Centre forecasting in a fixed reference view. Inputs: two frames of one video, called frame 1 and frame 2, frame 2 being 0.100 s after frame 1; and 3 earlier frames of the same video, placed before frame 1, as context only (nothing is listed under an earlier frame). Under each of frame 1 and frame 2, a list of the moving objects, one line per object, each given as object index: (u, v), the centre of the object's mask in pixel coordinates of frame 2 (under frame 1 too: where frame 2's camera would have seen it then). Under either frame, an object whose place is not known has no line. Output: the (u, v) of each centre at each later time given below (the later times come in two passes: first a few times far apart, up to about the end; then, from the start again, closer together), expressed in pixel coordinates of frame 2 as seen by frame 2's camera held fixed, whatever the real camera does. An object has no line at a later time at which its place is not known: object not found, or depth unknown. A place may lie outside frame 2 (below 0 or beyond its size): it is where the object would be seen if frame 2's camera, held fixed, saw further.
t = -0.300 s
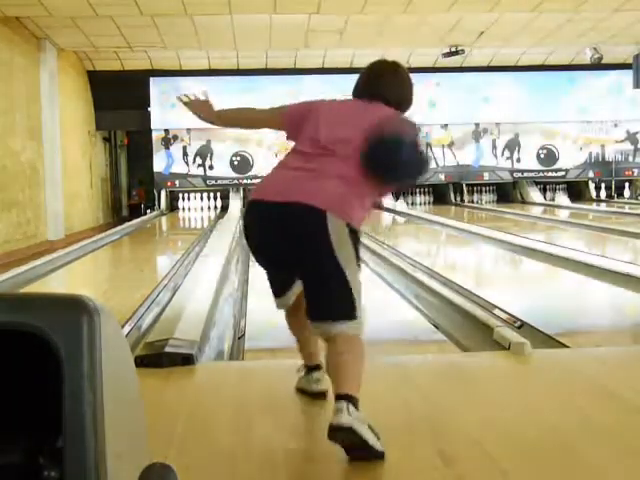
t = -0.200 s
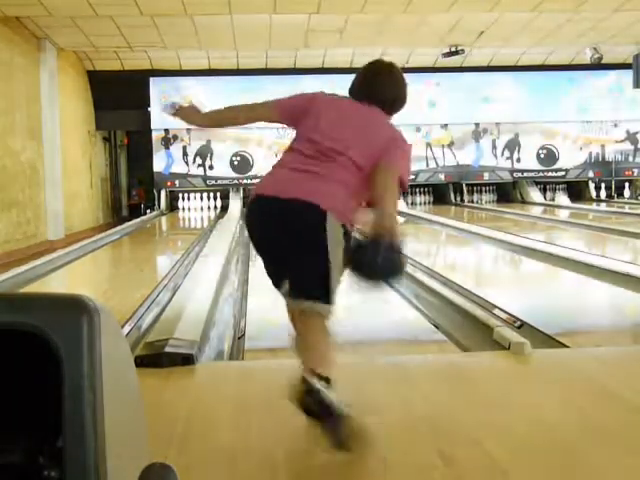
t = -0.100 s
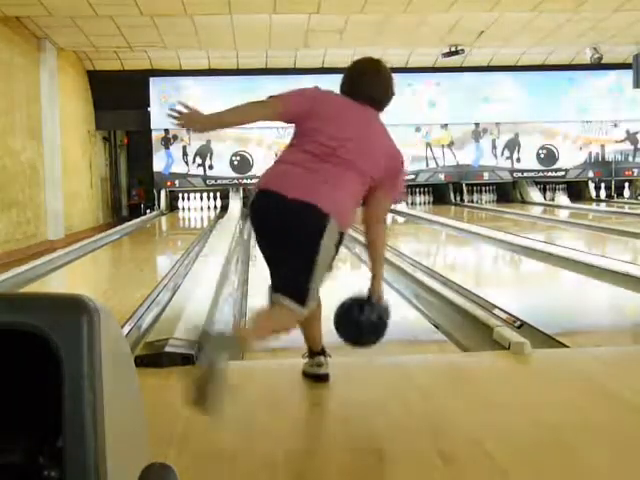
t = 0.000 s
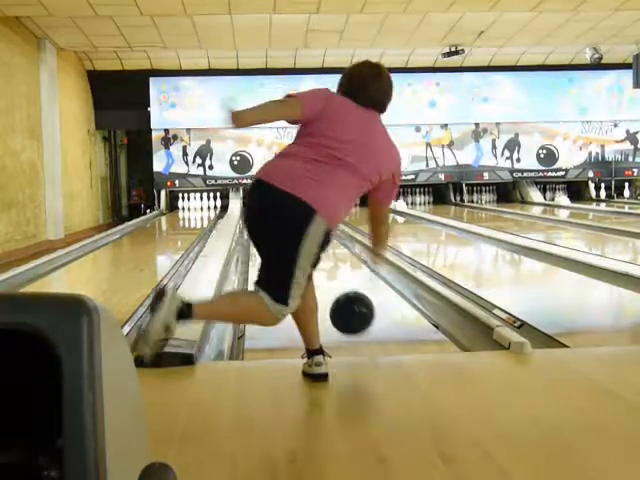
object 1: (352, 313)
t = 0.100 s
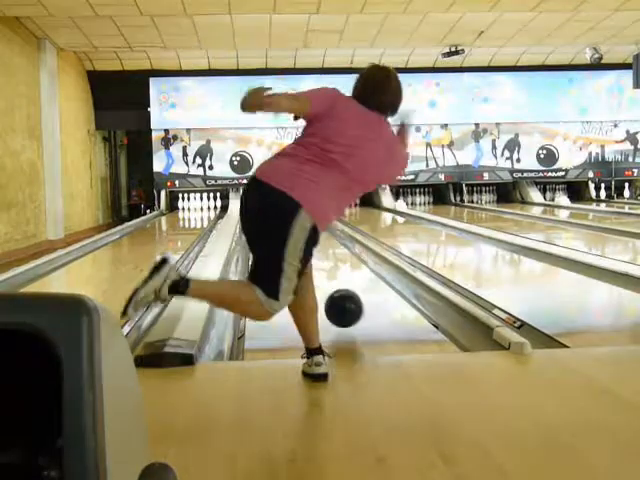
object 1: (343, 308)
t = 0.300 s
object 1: (331, 282)
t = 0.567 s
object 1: (325, 257)
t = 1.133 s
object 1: (306, 229)
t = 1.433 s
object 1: (304, 221)
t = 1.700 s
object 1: (298, 216)
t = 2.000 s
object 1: (293, 210)
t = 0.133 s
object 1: (341, 307)
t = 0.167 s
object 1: (338, 299)
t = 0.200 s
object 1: (337, 294)
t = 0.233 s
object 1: (335, 290)
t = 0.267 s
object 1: (333, 286)
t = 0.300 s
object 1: (331, 282)
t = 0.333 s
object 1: (330, 278)
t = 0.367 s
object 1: (329, 274)
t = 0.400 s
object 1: (329, 271)
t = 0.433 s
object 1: (328, 268)
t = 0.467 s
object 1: (328, 266)
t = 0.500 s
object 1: (327, 263)
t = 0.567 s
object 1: (325, 257)
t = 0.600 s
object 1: (324, 255)
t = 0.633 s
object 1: (324, 253)
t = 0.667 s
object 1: (324, 251)
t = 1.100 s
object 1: (304, 230)
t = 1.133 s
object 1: (306, 229)
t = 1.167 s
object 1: (307, 228)
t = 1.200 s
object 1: (307, 226)
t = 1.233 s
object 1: (306, 225)
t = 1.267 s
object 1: (305, 225)
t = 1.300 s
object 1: (305, 224)
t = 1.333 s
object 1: (305, 223)
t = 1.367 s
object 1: (305, 223)
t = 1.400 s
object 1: (303, 221)
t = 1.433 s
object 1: (304, 221)
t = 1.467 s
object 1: (302, 221)
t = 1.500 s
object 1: (302, 220)
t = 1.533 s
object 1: (301, 219)
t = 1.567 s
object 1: (300, 217)
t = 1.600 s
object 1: (300, 216)
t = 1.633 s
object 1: (299, 216)
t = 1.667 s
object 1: (299, 216)
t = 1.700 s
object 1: (298, 216)
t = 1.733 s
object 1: (298, 215)
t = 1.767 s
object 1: (297, 214)
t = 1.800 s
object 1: (297, 214)
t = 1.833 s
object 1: (297, 213)
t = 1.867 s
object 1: (296, 213)
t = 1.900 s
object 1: (296, 212)
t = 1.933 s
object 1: (294, 211)
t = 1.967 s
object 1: (293, 210)
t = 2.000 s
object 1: (293, 210)
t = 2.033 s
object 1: (293, 210)
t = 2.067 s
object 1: (292, 210)
